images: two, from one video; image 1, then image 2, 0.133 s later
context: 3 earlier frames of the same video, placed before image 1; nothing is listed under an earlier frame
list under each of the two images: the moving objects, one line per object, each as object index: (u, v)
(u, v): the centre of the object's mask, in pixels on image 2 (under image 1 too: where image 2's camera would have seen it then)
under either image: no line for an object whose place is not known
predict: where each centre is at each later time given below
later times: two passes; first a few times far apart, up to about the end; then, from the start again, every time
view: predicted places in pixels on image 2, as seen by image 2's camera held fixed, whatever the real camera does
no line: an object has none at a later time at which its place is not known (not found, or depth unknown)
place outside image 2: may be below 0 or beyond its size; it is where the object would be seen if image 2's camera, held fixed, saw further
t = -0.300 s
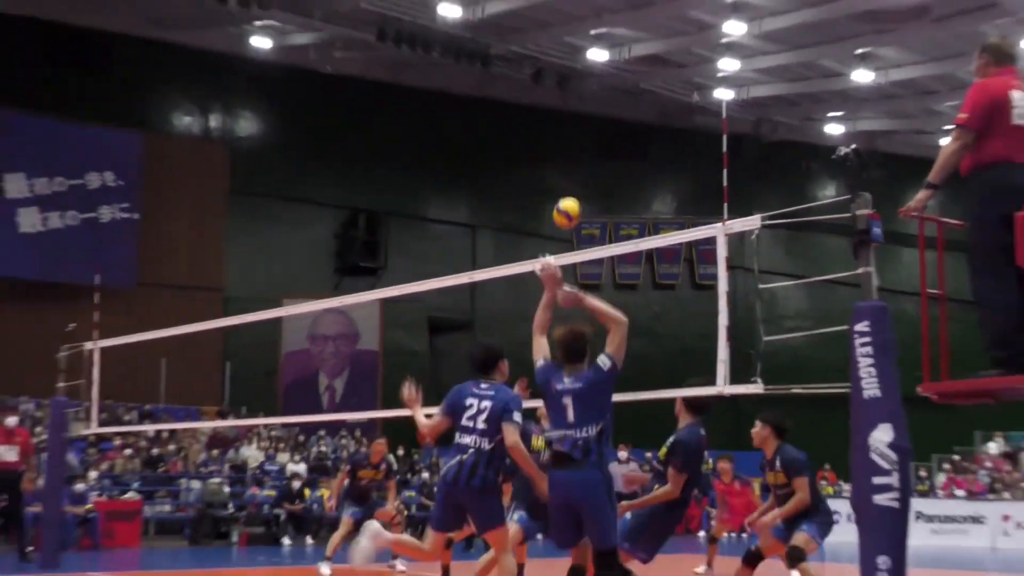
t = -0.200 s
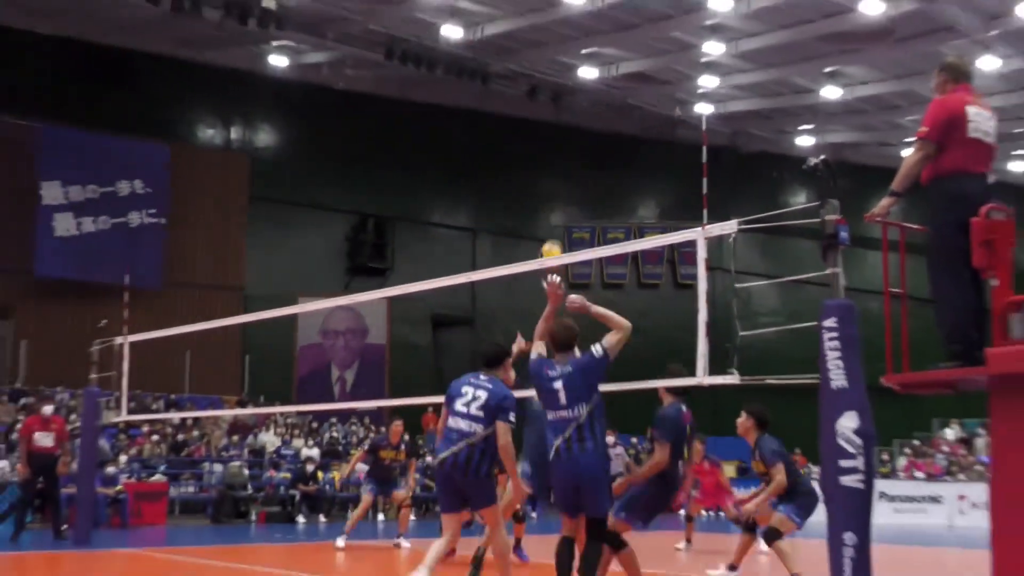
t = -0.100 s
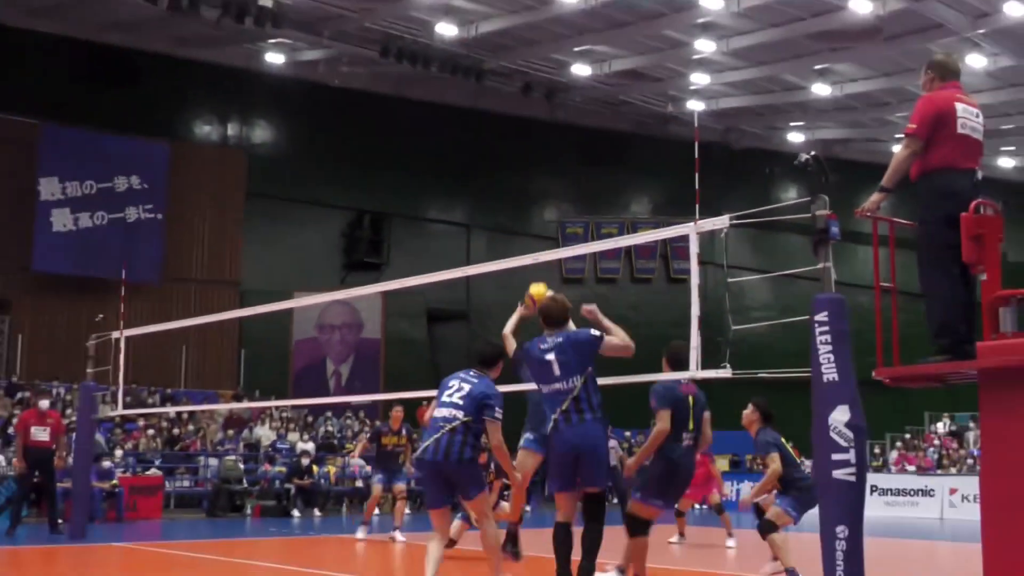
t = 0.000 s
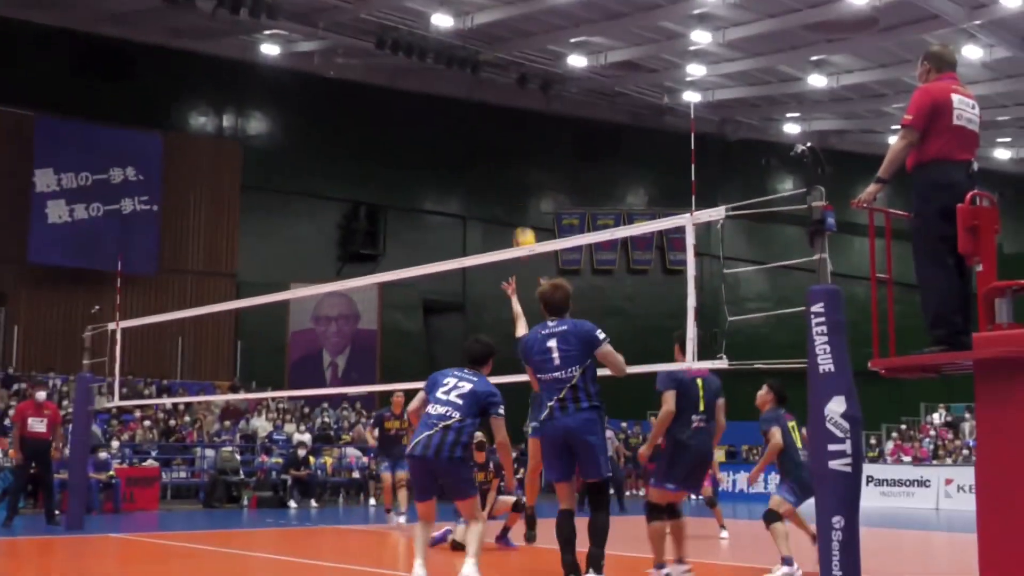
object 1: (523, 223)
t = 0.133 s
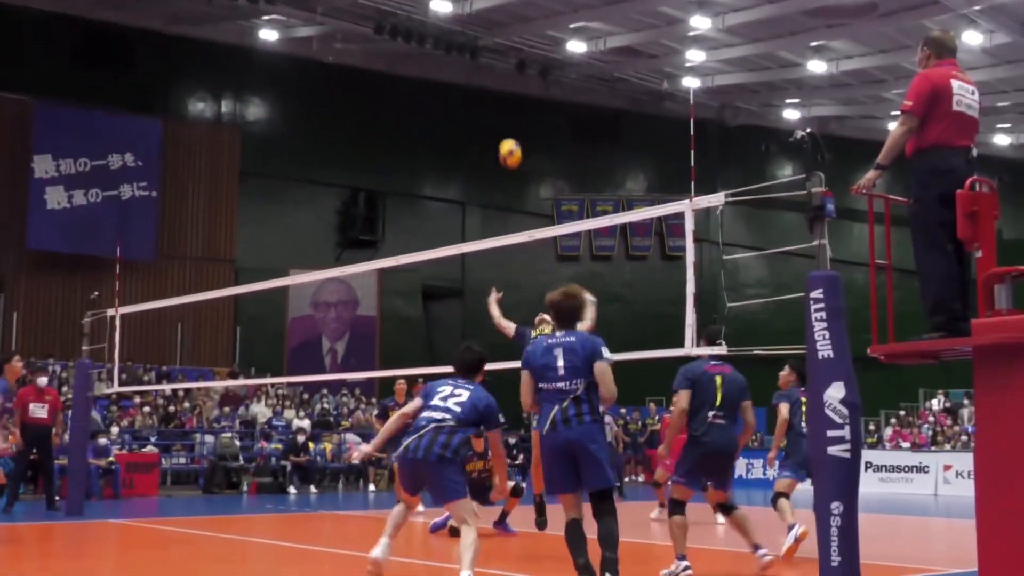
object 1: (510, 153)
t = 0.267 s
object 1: (497, 100)
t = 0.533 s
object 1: (473, 48)
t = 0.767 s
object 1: (452, 63)
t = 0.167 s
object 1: (507, 138)
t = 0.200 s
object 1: (503, 124)
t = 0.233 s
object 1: (500, 111)
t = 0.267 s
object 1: (497, 100)
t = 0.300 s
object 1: (494, 88)
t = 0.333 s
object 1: (491, 79)
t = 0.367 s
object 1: (488, 71)
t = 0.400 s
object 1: (485, 64)
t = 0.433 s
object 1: (482, 58)
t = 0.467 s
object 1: (479, 54)
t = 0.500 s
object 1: (476, 50)
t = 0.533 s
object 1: (473, 48)
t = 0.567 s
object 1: (470, 47)
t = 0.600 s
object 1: (467, 47)
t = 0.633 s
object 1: (463, 48)
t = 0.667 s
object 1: (460, 50)
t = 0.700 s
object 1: (458, 53)
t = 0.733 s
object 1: (455, 58)
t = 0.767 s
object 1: (452, 63)
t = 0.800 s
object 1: (449, 70)
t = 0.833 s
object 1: (446, 77)
